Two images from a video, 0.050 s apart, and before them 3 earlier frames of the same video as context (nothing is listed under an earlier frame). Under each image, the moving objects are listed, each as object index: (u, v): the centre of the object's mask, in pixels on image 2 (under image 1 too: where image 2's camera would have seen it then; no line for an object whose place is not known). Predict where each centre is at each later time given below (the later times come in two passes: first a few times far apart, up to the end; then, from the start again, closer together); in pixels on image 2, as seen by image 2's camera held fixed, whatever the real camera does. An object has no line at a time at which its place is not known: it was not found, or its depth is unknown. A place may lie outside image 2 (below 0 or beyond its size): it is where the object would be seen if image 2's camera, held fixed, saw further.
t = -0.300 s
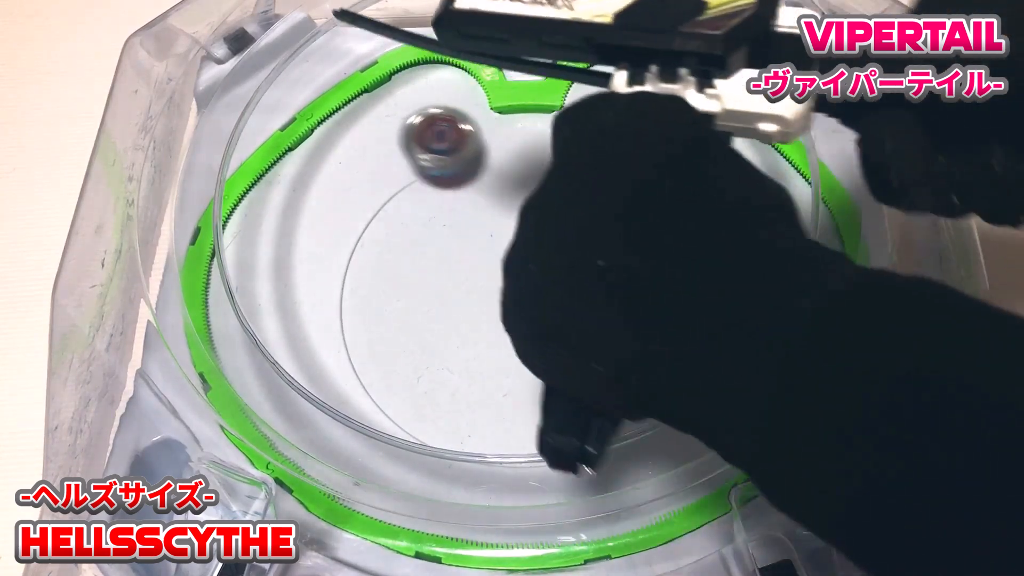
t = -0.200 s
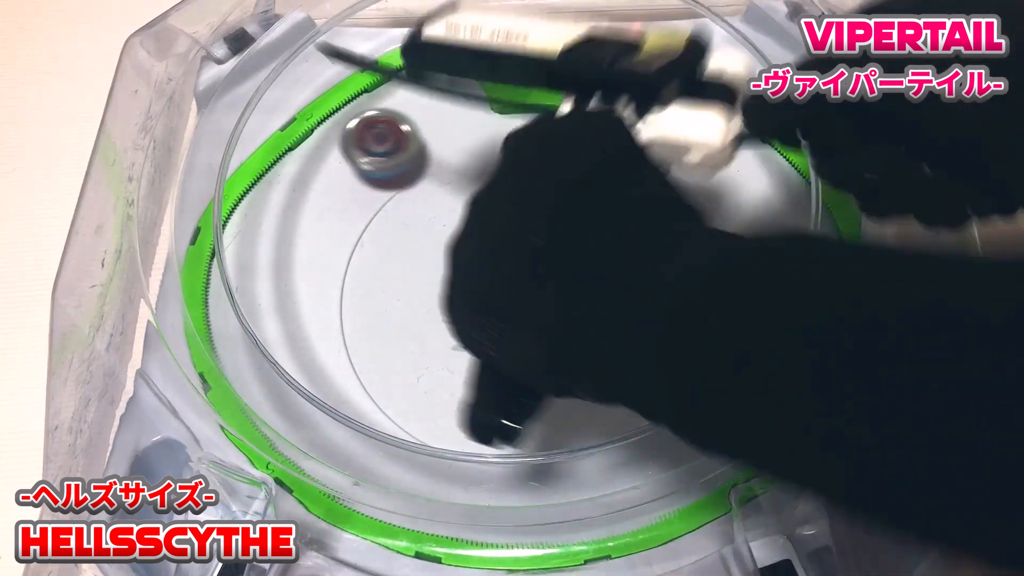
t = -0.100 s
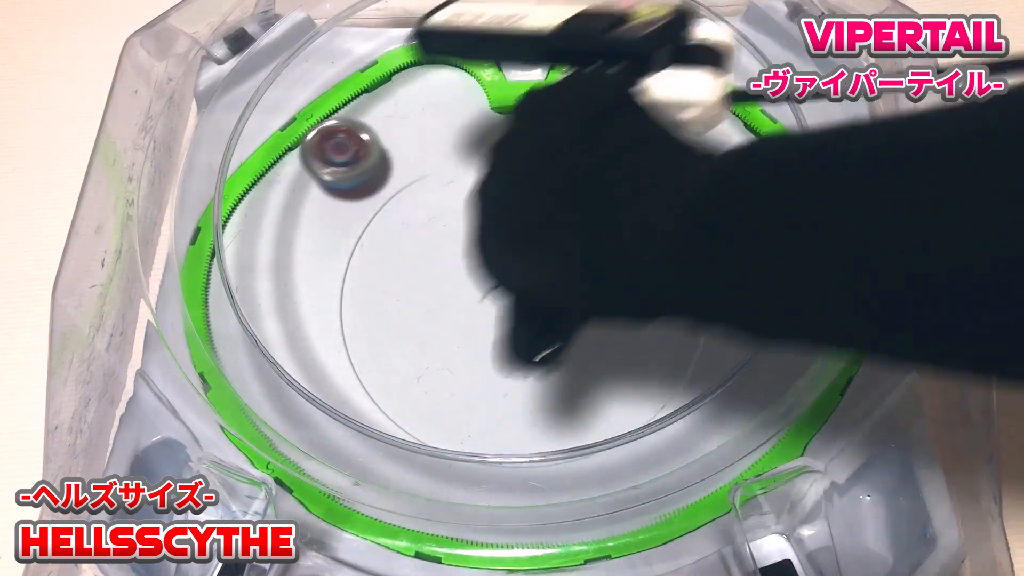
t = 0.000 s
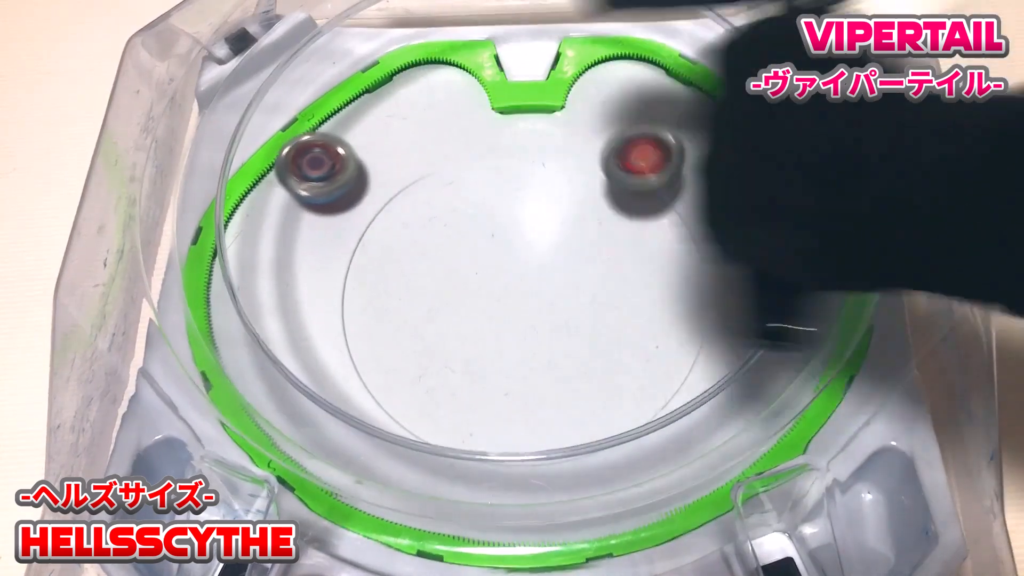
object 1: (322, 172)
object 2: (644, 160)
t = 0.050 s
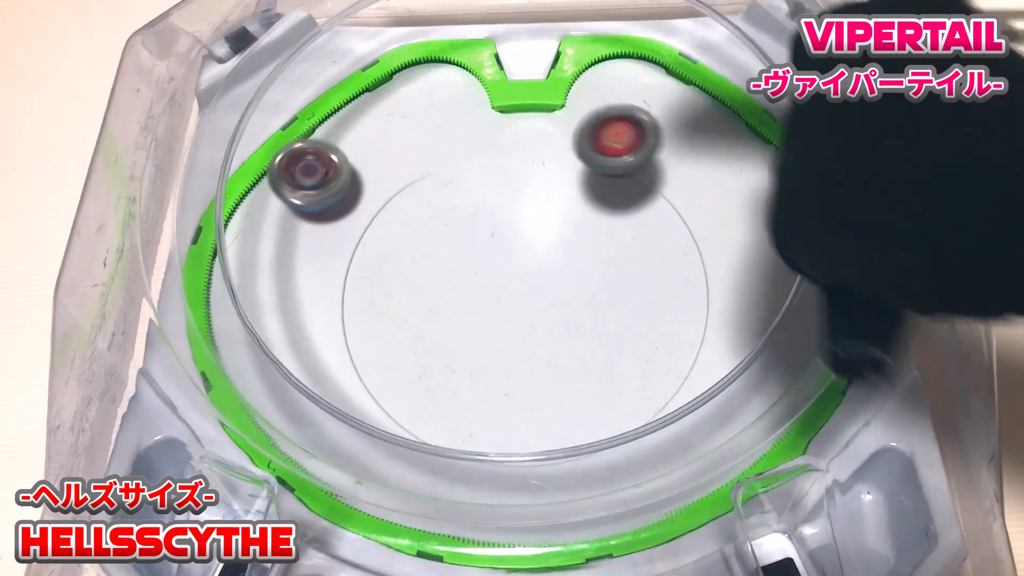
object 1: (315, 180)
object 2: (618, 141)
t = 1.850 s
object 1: (422, 171)
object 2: (508, 289)
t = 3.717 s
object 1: (661, 457)
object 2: (573, 147)
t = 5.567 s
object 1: (305, 272)
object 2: (720, 280)
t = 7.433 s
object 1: (695, 227)
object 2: (570, 433)
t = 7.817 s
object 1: (485, 312)
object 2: (547, 141)
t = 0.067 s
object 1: (314, 183)
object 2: (609, 140)
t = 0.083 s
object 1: (312, 186)
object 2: (599, 142)
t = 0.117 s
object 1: (310, 192)
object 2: (582, 170)
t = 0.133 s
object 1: (310, 195)
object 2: (573, 179)
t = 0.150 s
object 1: (309, 198)
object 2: (563, 190)
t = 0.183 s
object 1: (310, 205)
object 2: (538, 205)
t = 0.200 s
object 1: (311, 208)
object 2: (522, 208)
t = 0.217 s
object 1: (312, 212)
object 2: (507, 213)
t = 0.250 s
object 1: (315, 219)
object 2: (476, 231)
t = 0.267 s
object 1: (317, 222)
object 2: (460, 239)
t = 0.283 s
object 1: (319, 225)
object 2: (444, 248)
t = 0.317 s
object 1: (324, 232)
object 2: (413, 268)
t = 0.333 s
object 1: (326, 234)
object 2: (399, 280)
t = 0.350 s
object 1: (328, 235)
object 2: (384, 297)
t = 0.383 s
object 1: (324, 226)
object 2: (372, 342)
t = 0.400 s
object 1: (322, 221)
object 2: (366, 368)
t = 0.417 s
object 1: (321, 216)
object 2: (371, 386)
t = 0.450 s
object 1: (319, 207)
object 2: (379, 438)
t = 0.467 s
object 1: (319, 203)
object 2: (391, 459)
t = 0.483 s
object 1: (320, 200)
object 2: (393, 491)
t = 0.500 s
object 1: (322, 196)
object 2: (455, 471)
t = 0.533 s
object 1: (323, 186)
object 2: (566, 439)
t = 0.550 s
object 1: (325, 185)
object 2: (622, 424)
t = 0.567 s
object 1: (328, 183)
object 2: (675, 410)
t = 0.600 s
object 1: (333, 180)
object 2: (775, 359)
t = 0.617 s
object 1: (335, 178)
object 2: (831, 340)
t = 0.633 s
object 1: (338, 178)
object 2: (863, 311)
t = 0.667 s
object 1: (342, 177)
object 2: (885, 258)
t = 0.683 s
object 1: (343, 177)
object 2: (852, 237)
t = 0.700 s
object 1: (347, 177)
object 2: (820, 219)
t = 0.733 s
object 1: (355, 178)
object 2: (763, 180)
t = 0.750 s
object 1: (359, 178)
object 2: (736, 161)
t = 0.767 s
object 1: (364, 179)
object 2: (706, 144)
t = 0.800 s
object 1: (374, 182)
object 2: (654, 117)
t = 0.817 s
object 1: (380, 185)
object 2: (625, 103)
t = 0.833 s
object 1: (389, 192)
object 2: (598, 94)
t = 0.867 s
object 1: (404, 203)
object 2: (551, 77)
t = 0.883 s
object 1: (412, 210)
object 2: (531, 80)
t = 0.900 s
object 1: (421, 216)
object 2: (509, 87)
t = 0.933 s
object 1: (439, 231)
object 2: (468, 111)
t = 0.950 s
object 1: (447, 239)
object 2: (454, 133)
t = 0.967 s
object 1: (456, 248)
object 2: (435, 149)
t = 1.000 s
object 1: (474, 264)
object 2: (396, 186)
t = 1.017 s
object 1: (483, 271)
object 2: (379, 193)
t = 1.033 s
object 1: (493, 278)
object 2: (362, 202)
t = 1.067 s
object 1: (511, 289)
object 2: (325, 227)
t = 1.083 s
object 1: (521, 293)
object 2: (306, 244)
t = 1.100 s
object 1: (529, 296)
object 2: (292, 261)
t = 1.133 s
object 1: (548, 300)
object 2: (253, 280)
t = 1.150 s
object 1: (558, 300)
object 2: (232, 292)
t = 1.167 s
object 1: (567, 299)
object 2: (221, 303)
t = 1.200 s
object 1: (585, 294)
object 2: (252, 316)
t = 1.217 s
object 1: (593, 290)
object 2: (266, 321)
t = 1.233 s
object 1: (601, 286)
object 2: (281, 326)
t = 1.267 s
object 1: (613, 275)
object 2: (307, 335)
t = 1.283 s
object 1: (619, 267)
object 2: (318, 340)
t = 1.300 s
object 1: (623, 261)
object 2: (330, 343)
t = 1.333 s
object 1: (627, 245)
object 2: (352, 349)
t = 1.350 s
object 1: (627, 237)
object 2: (362, 351)
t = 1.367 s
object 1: (627, 228)
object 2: (373, 353)
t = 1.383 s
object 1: (625, 220)
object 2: (383, 355)
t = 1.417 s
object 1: (618, 204)
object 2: (404, 356)
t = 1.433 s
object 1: (613, 197)
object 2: (414, 355)
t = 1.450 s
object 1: (607, 190)
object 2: (423, 354)
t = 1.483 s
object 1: (593, 178)
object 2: (441, 348)
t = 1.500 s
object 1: (584, 173)
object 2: (448, 344)
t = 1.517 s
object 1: (575, 170)
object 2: (456, 340)
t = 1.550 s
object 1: (556, 165)
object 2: (470, 329)
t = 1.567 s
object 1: (546, 164)
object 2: (476, 322)
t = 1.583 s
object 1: (536, 164)
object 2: (481, 315)
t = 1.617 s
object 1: (517, 167)
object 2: (491, 298)
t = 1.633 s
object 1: (507, 170)
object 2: (494, 290)
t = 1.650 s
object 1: (497, 175)
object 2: (497, 281)
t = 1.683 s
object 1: (480, 186)
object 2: (501, 264)
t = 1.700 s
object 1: (471, 184)
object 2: (503, 261)
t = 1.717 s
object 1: (463, 178)
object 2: (504, 263)
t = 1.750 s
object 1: (448, 169)
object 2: (506, 273)
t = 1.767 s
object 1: (442, 166)
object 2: (506, 277)
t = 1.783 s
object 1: (437, 165)
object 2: (507, 280)
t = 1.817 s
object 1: (428, 166)
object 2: (508, 286)
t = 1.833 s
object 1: (425, 168)
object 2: (508, 288)
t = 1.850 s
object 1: (422, 171)
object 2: (508, 289)
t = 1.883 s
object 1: (417, 181)
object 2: (507, 290)
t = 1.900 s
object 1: (416, 187)
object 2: (507, 290)
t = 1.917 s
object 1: (416, 195)
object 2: (506, 288)
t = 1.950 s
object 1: (416, 215)
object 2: (504, 283)
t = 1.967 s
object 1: (418, 227)
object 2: (502, 279)
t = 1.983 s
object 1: (420, 238)
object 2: (501, 275)
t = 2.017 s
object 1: (401, 251)
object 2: (526, 275)
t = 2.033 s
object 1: (391, 254)
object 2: (542, 276)
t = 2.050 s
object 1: (380, 259)
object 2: (558, 277)
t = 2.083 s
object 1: (366, 269)
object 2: (586, 277)
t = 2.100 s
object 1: (362, 275)
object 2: (599, 276)
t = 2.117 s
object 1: (359, 281)
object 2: (612, 274)
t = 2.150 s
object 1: (358, 294)
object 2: (633, 269)
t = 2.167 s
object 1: (361, 301)
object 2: (642, 265)
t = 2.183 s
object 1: (364, 308)
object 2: (650, 261)
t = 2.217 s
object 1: (375, 321)
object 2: (662, 252)
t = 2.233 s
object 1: (384, 329)
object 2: (665, 247)
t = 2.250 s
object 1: (393, 336)
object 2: (668, 242)
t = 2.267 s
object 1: (405, 343)
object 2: (668, 236)
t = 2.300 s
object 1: (432, 354)
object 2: (667, 224)
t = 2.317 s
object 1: (446, 358)
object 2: (664, 218)
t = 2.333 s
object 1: (461, 361)
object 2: (661, 211)
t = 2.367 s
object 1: (493, 364)
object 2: (650, 197)
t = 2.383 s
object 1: (508, 364)
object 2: (644, 190)
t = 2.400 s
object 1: (523, 362)
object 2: (637, 184)
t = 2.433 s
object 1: (550, 354)
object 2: (621, 170)
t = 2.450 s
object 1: (563, 349)
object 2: (612, 162)
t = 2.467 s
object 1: (574, 342)
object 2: (603, 156)
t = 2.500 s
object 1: (593, 325)
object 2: (584, 141)
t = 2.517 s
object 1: (601, 315)
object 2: (575, 135)
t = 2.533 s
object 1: (608, 305)
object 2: (566, 128)
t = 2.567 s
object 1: (616, 282)
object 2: (547, 112)
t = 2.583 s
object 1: (618, 270)
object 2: (537, 104)
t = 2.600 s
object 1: (618, 259)
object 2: (526, 101)
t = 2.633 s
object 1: (615, 236)
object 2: (502, 117)
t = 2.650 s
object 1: (611, 226)
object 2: (491, 125)
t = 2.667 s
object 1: (605, 215)
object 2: (480, 133)
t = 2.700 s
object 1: (591, 197)
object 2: (460, 146)
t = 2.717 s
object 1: (582, 190)
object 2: (450, 154)
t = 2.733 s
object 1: (573, 183)
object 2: (440, 162)
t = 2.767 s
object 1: (552, 172)
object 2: (421, 182)
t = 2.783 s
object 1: (541, 169)
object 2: (414, 194)
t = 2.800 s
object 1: (530, 166)
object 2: (408, 206)
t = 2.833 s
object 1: (508, 165)
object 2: (402, 235)
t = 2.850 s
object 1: (496, 165)
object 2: (402, 250)
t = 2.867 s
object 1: (485, 168)
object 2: (405, 266)
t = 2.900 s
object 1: (464, 175)
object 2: (416, 296)
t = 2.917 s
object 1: (454, 180)
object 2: (424, 311)
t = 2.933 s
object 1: (445, 186)
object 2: (435, 325)
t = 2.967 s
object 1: (427, 202)
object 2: (462, 351)
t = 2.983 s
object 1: (421, 211)
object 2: (479, 363)
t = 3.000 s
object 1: (414, 222)
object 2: (497, 373)
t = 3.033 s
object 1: (407, 245)
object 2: (535, 386)
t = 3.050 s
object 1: (406, 257)
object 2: (555, 390)
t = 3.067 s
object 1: (406, 269)
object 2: (576, 392)
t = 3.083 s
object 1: (409, 282)
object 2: (597, 392)
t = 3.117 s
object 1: (418, 306)
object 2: (636, 384)
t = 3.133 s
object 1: (425, 317)
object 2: (656, 377)
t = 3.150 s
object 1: (433, 328)
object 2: (677, 370)
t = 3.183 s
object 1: (452, 346)
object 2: (703, 343)
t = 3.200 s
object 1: (464, 354)
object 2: (714, 331)
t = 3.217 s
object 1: (476, 362)
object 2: (725, 320)
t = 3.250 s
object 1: (503, 372)
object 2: (752, 294)
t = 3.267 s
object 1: (517, 375)
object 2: (767, 282)
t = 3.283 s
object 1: (531, 376)
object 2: (780, 270)
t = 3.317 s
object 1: (560, 374)
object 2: (810, 243)
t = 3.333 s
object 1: (575, 370)
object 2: (823, 228)
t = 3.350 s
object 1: (587, 365)
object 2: (832, 210)
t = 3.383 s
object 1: (609, 351)
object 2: (738, 150)
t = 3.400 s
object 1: (619, 343)
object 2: (699, 121)
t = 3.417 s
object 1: (628, 334)
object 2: (658, 106)
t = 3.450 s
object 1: (643, 314)
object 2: (588, 65)
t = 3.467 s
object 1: (650, 306)
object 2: (589, 76)
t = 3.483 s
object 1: (656, 298)
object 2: (606, 110)
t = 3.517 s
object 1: (661, 277)
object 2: (629, 177)
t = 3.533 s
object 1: (664, 292)
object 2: (637, 201)
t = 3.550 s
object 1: (671, 320)
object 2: (635, 193)
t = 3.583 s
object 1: (679, 367)
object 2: (627, 181)
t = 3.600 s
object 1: (675, 386)
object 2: (622, 177)
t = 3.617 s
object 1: (672, 409)
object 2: (617, 174)
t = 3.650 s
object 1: (661, 455)
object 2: (604, 165)
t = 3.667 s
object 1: (658, 473)
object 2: (597, 161)
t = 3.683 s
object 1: (653, 488)
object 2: (589, 156)
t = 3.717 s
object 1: (661, 457)
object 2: (573, 147)
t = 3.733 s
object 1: (665, 425)
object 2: (564, 142)
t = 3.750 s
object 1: (673, 401)
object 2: (556, 137)
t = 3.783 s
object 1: (683, 353)
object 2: (539, 129)
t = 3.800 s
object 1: (687, 328)
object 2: (529, 124)
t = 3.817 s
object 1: (690, 305)
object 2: (520, 119)
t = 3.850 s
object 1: (694, 266)
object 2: (500, 110)
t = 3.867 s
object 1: (688, 247)
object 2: (491, 106)
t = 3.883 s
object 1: (681, 230)
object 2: (481, 102)
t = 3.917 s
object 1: (665, 202)
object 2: (461, 94)
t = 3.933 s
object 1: (655, 190)
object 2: (452, 89)
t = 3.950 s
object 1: (645, 180)
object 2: (444, 85)
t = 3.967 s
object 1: (635, 171)
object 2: (436, 80)
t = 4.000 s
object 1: (612, 158)
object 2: (422, 73)
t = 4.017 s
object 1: (600, 154)
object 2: (417, 70)
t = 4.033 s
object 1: (587, 152)
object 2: (412, 69)
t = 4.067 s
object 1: (560, 153)
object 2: (406, 68)
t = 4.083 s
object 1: (546, 156)
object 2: (404, 69)
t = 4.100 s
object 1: (531, 160)
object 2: (403, 71)
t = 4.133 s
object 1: (501, 174)
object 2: (404, 80)
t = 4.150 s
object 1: (486, 183)
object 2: (406, 86)
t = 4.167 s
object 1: (470, 194)
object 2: (408, 92)
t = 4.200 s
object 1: (440, 219)
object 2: (416, 107)
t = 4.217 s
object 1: (426, 233)
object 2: (420, 114)
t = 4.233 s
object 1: (413, 248)
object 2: (425, 124)
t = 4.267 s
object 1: (390, 280)
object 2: (435, 141)
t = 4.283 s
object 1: (381, 297)
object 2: (441, 151)
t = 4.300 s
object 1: (374, 314)
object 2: (448, 164)
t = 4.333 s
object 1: (363, 347)
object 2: (460, 189)
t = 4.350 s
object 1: (363, 364)
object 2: (465, 203)
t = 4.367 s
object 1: (369, 374)
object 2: (470, 218)
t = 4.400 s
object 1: (388, 397)
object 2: (483, 249)
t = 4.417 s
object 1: (394, 415)
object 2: (491, 263)
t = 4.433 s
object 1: (401, 426)
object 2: (500, 277)
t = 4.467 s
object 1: (412, 451)
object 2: (521, 300)
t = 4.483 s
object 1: (418, 460)
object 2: (533, 310)
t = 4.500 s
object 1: (418, 478)
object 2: (546, 320)
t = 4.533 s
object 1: (427, 491)
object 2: (572, 335)
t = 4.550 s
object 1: (432, 499)
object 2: (585, 341)
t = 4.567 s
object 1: (446, 498)
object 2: (598, 344)
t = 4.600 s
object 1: (480, 488)
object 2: (625, 349)
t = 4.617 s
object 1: (499, 469)
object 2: (638, 349)
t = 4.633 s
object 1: (515, 462)
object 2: (650, 348)
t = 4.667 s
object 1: (543, 445)
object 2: (675, 341)
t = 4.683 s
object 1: (553, 436)
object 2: (686, 336)
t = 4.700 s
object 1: (562, 420)
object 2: (696, 330)
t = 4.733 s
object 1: (580, 409)
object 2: (704, 312)
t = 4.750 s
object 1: (588, 402)
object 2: (706, 303)
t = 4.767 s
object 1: (594, 395)
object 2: (707, 293)
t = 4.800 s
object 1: (601, 375)
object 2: (706, 273)
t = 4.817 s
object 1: (603, 366)
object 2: (704, 263)
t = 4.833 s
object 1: (602, 356)
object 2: (701, 252)
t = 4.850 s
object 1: (601, 346)
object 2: (697, 241)
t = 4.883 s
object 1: (594, 328)
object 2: (682, 221)
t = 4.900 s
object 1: (588, 318)
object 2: (673, 210)
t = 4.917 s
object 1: (581, 309)
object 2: (664, 201)
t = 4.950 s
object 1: (564, 292)
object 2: (644, 181)
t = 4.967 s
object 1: (553, 284)
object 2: (632, 173)
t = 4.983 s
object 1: (543, 276)
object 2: (619, 167)
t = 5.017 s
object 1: (520, 263)
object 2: (592, 160)
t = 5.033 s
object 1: (508, 257)
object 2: (578, 160)
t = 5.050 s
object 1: (497, 251)
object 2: (562, 161)
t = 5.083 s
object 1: (472, 242)
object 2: (531, 167)
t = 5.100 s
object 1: (459, 239)
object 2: (514, 174)
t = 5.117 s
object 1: (445, 239)
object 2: (499, 181)
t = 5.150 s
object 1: (412, 245)
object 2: (482, 191)
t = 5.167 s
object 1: (398, 250)
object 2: (473, 198)
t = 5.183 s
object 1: (384, 254)
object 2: (466, 207)
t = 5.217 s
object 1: (360, 263)
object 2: (452, 228)
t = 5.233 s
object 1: (350, 269)
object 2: (446, 242)
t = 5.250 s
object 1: (347, 273)
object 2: (441, 255)
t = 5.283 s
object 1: (348, 288)
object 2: (438, 287)
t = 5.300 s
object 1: (351, 296)
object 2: (438, 303)
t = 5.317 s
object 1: (334, 286)
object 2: (466, 328)
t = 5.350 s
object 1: (280, 258)
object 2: (545, 382)
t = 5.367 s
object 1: (255, 249)
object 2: (583, 401)
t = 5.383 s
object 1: (228, 242)
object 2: (623, 423)
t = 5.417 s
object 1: (182, 235)
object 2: (702, 457)
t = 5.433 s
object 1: (175, 235)
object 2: (726, 448)
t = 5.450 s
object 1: (179, 243)
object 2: (729, 422)
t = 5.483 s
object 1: (217, 245)
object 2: (729, 375)
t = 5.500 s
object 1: (231, 246)
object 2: (727, 353)
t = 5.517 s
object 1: (254, 254)
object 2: (725, 336)
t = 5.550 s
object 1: (290, 266)
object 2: (722, 300)
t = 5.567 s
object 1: (305, 272)
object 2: (720, 280)
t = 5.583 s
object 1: (318, 270)
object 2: (718, 262)
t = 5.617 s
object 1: (348, 271)
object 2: (712, 234)
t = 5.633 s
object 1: (362, 274)
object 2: (709, 219)
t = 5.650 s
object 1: (377, 279)
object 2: (706, 206)
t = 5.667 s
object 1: (393, 281)
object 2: (702, 195)
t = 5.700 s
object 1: (422, 284)
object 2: (694, 177)
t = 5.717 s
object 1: (437, 284)
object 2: (690, 170)
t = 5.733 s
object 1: (451, 285)
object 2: (684, 164)
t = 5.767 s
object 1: (479, 284)
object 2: (673, 156)
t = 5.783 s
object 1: (491, 283)
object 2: (666, 154)
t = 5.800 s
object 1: (503, 282)
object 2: (659, 153)
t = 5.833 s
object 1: (525, 277)
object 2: (642, 156)
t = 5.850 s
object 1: (535, 275)
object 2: (632, 158)
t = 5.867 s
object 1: (543, 272)
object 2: (622, 163)
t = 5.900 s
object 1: (558, 263)
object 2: (594, 172)
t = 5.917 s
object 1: (565, 260)
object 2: (578, 178)
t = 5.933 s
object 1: (569, 259)
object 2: (558, 176)
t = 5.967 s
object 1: (566, 295)
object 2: (533, 134)
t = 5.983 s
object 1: (564, 316)
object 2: (521, 117)
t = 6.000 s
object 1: (563, 340)
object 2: (509, 101)
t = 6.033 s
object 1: (559, 387)
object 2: (484, 115)
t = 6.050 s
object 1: (556, 400)
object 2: (472, 126)
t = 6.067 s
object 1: (552, 411)
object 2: (460, 136)
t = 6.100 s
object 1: (549, 450)
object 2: (436, 155)
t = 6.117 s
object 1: (549, 459)
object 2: (424, 166)
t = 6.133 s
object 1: (547, 465)
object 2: (412, 176)
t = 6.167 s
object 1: (547, 474)
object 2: (386, 198)
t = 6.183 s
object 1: (551, 494)
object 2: (375, 212)
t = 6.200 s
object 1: (553, 495)
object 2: (367, 226)
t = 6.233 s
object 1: (562, 496)
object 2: (357, 261)
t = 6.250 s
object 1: (568, 494)
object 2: (355, 278)
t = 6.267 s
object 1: (574, 489)
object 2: (355, 295)
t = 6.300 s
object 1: (592, 486)
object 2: (364, 329)
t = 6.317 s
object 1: (601, 483)
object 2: (372, 345)
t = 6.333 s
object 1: (610, 470)
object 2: (382, 360)
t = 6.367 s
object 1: (629, 455)
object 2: (409, 386)
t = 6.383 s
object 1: (640, 448)
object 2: (426, 397)
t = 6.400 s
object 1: (651, 441)
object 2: (446, 405)
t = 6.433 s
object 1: (671, 425)
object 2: (486, 414)
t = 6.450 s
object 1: (681, 419)
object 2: (508, 416)
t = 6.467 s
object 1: (692, 412)
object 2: (530, 415)
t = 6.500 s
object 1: (711, 400)
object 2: (573, 408)
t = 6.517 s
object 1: (721, 393)
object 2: (594, 401)
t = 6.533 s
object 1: (730, 387)
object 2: (613, 393)
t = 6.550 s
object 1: (739, 379)
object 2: (632, 382)
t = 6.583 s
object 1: (755, 368)
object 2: (662, 353)
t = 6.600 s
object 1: (762, 362)
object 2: (675, 339)
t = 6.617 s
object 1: (770, 356)
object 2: (686, 323)
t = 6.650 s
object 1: (790, 345)
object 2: (703, 289)
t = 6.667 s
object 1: (798, 340)
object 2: (704, 271)
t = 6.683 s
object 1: (805, 336)
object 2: (701, 253)
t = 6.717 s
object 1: (818, 323)
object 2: (685, 218)
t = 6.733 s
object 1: (825, 320)
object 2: (676, 202)
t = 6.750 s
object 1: (831, 315)
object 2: (665, 187)
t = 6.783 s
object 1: (839, 303)
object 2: (632, 164)
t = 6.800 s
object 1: (841, 298)
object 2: (614, 155)
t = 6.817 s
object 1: (841, 292)
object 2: (594, 146)
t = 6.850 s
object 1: (837, 277)
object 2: (560, 133)
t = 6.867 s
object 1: (836, 271)
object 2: (541, 128)
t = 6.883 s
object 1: (835, 264)
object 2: (523, 125)
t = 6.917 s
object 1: (834, 252)
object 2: (487, 123)
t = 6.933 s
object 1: (833, 247)
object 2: (470, 125)
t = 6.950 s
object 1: (831, 241)
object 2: (455, 127)
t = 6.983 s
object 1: (828, 231)
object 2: (426, 137)
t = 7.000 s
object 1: (826, 226)
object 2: (413, 143)
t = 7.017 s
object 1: (825, 222)
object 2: (402, 150)
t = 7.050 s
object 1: (822, 215)
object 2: (382, 167)
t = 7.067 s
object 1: (820, 212)
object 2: (374, 177)
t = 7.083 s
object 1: (819, 209)
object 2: (367, 188)
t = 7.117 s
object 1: (814, 205)
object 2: (357, 213)
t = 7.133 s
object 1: (810, 204)
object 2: (354, 226)
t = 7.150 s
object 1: (807, 203)
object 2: (351, 243)
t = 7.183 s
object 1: (796, 204)
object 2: (351, 278)
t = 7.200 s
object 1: (793, 205)
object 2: (352, 297)
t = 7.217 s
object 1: (780, 206)
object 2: (357, 315)
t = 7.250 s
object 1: (774, 209)
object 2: (370, 350)
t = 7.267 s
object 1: (770, 209)
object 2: (380, 367)
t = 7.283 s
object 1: (764, 211)
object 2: (392, 382)
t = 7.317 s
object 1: (749, 213)
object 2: (422, 407)
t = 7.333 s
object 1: (742, 215)
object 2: (438, 420)
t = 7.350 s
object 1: (734, 217)
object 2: (457, 431)
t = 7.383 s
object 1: (719, 220)
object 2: (501, 439)
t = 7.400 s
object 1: (711, 222)
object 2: (524, 440)
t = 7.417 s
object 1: (703, 224)
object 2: (547, 438)
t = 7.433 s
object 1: (695, 227)
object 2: (570, 433)
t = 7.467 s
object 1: (675, 232)
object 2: (612, 416)
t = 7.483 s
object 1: (664, 235)
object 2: (630, 404)
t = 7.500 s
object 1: (652, 236)
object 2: (647, 392)
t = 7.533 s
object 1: (628, 239)
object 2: (678, 361)
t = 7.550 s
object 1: (615, 241)
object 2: (686, 342)
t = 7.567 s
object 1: (603, 242)
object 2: (692, 322)
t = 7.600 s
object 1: (581, 246)
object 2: (701, 282)
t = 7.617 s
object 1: (570, 249)
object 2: (699, 264)
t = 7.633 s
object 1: (560, 252)
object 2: (694, 246)
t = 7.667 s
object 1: (540, 260)
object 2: (680, 213)
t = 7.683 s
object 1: (532, 264)
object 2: (670, 199)
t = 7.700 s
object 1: (523, 270)
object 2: (658, 186)
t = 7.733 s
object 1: (508, 281)
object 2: (631, 165)
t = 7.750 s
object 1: (503, 287)
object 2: (616, 157)
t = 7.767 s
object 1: (497, 293)
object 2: (600, 150)
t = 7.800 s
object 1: (489, 305)
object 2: (565, 143)
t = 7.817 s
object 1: (485, 312)
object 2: (547, 141)
